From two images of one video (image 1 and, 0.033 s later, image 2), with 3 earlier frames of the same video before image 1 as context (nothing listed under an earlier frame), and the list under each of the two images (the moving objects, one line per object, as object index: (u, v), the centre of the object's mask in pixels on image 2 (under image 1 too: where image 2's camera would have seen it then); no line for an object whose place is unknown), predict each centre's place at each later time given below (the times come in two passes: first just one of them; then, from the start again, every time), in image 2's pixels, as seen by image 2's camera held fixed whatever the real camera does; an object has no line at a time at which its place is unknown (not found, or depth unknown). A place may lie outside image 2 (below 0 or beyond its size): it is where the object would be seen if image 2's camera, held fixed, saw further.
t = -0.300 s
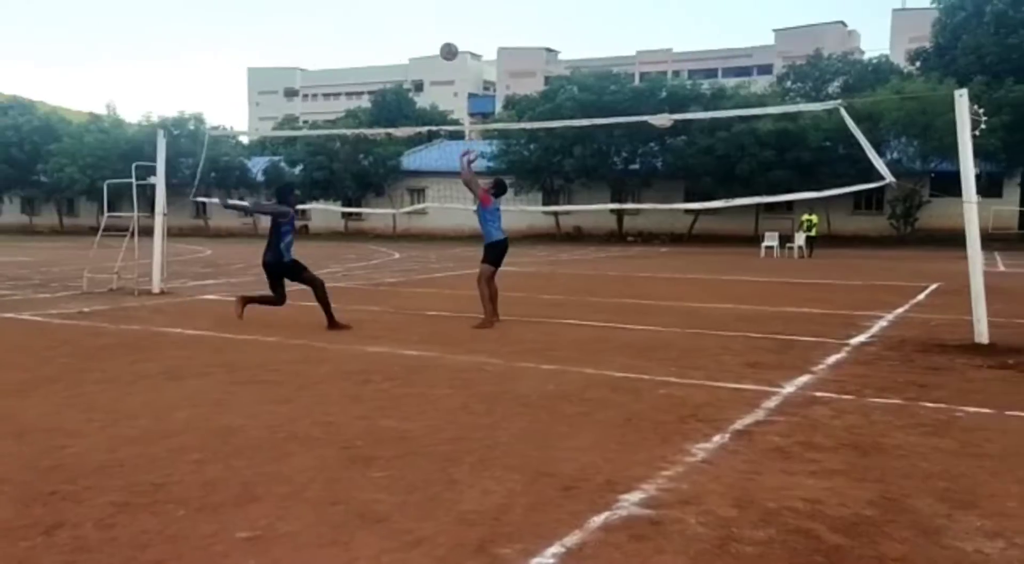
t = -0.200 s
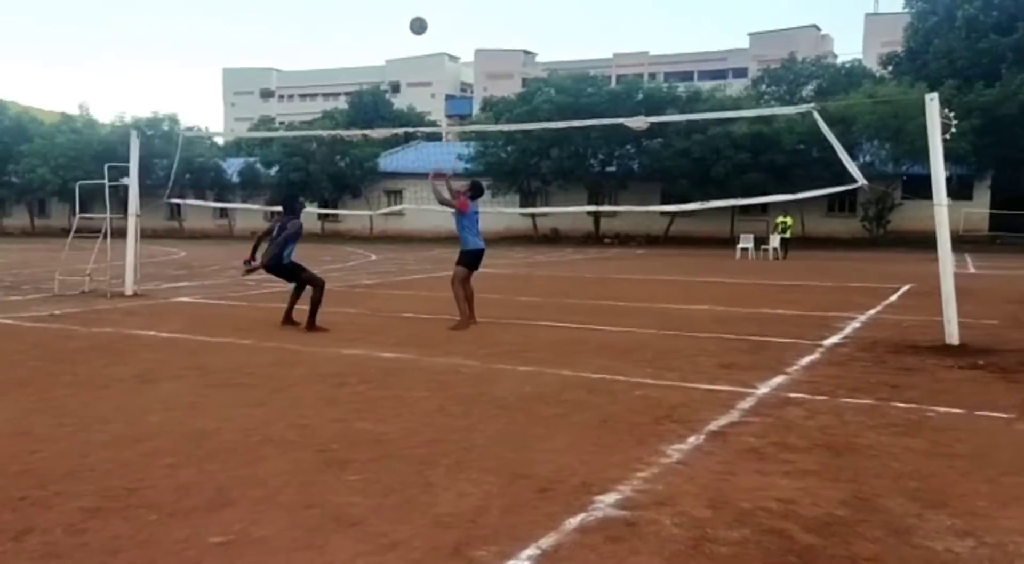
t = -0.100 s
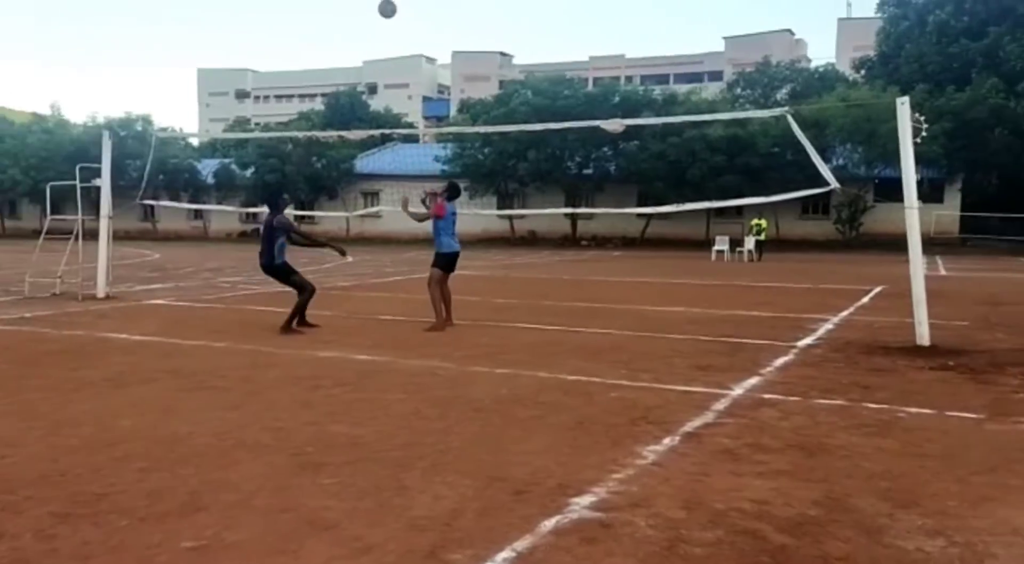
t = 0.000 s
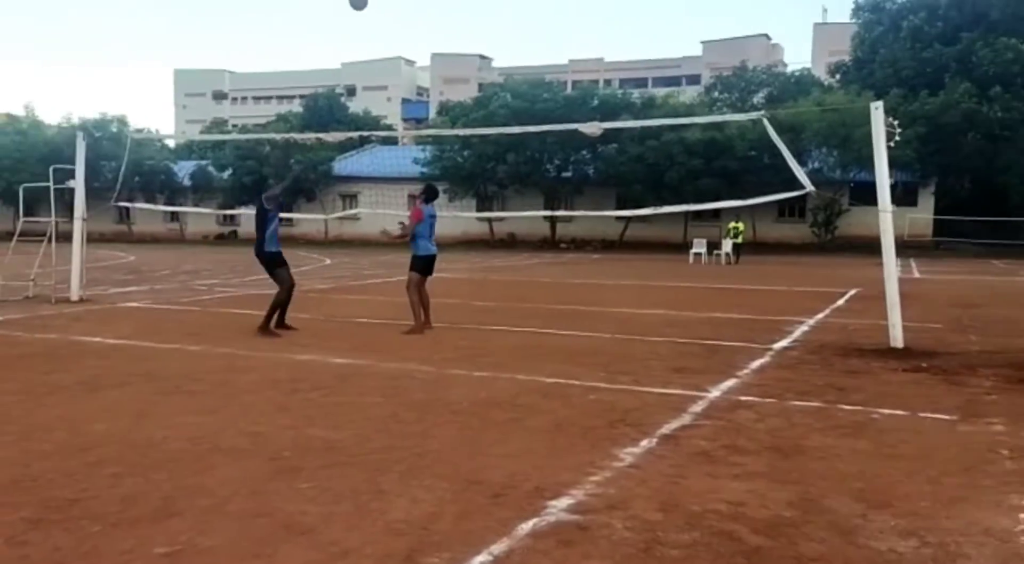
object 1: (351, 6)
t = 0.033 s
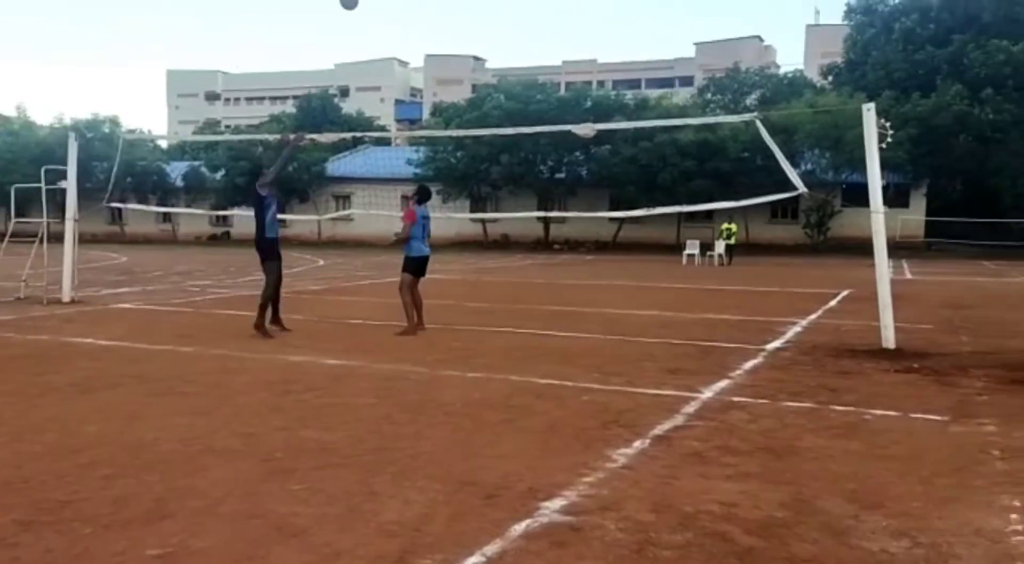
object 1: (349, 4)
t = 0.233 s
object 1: (335, 12)
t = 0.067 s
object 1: (347, 4)
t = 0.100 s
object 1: (344, 4)
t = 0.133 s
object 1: (342, 4)
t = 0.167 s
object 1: (339, 5)
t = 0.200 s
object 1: (337, 8)
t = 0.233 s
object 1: (335, 12)
